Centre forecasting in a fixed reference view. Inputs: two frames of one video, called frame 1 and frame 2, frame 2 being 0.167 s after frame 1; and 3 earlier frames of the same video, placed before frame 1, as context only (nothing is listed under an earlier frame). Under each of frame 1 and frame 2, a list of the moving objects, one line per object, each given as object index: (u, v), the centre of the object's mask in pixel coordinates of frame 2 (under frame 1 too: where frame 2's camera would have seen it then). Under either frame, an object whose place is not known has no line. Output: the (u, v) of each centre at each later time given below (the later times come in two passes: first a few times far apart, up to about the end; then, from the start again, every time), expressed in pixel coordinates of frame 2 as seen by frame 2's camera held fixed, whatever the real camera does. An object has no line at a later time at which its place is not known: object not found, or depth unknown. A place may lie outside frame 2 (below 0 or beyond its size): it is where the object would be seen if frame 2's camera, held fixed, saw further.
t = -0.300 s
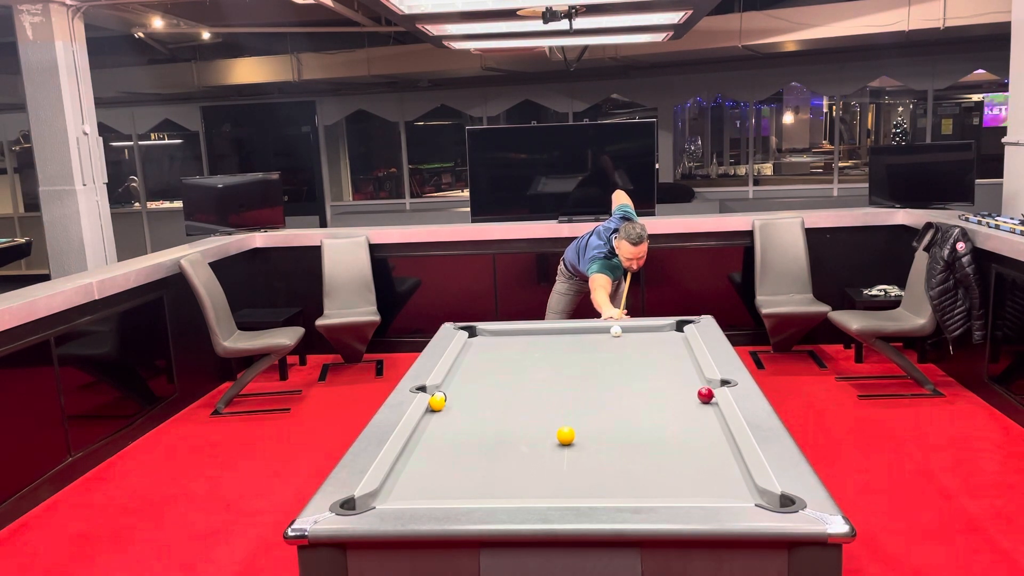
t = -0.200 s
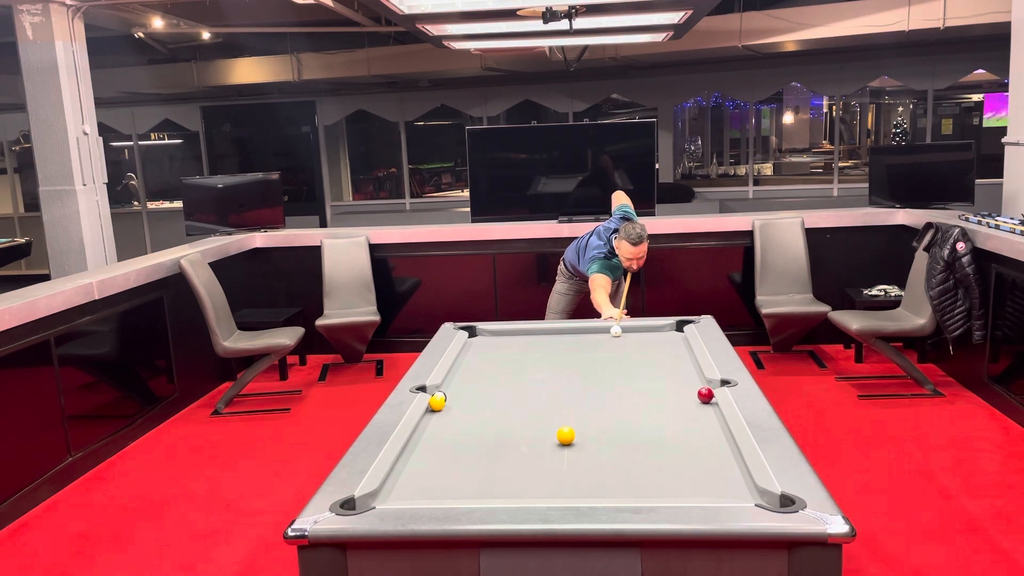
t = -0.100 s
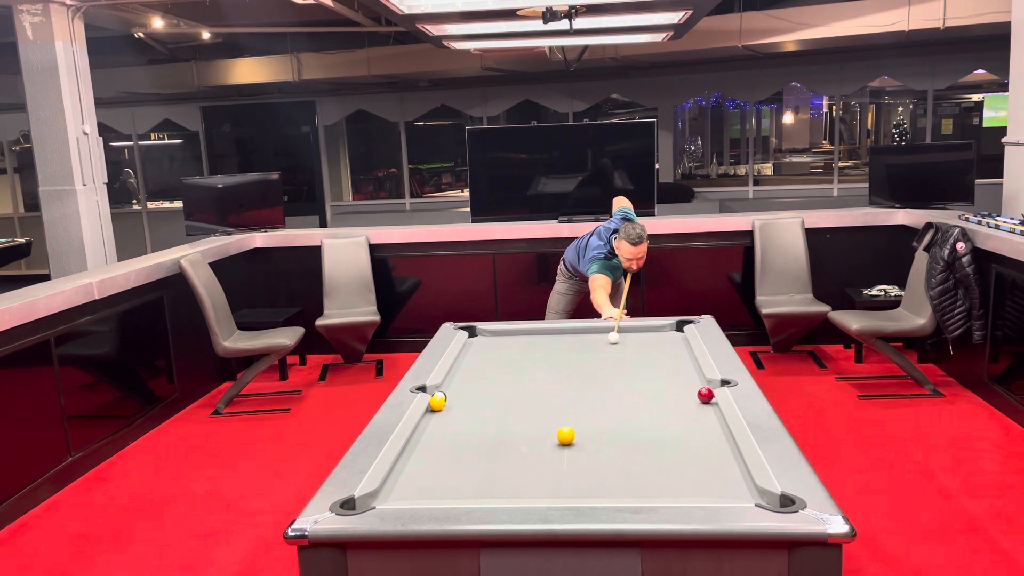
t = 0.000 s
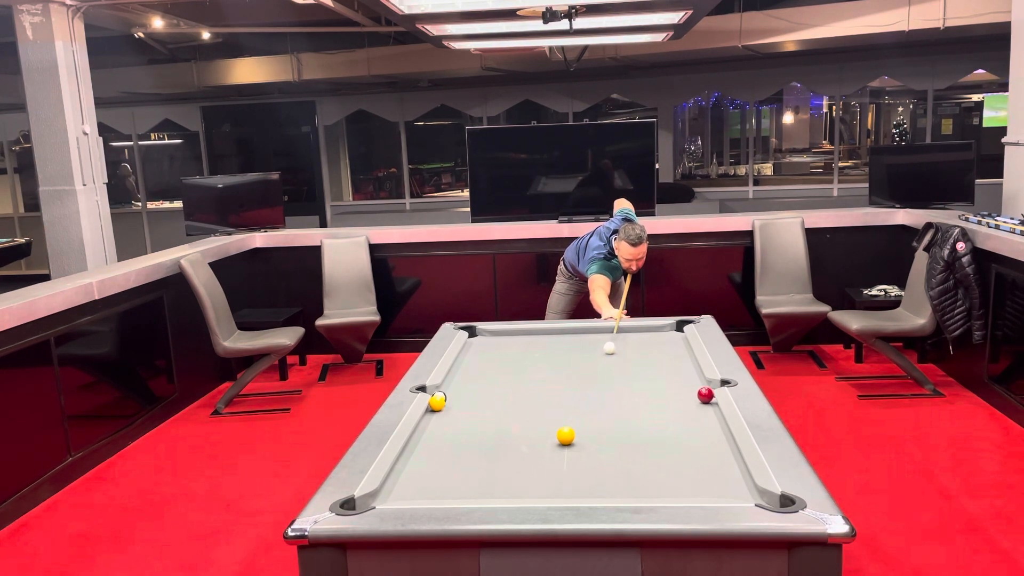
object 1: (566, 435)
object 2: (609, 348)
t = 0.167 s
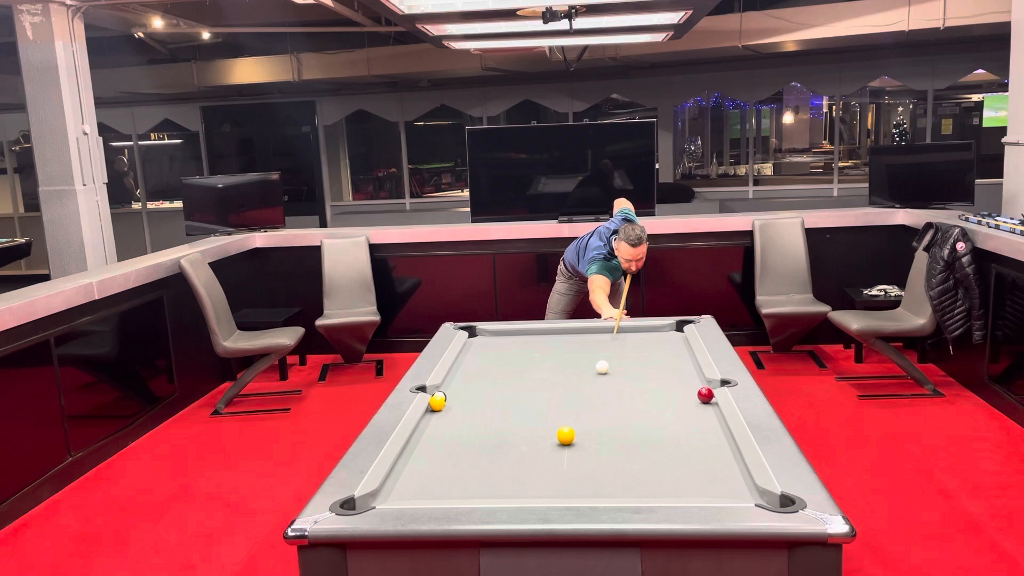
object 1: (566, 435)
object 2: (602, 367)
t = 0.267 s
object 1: (566, 435)
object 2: (597, 380)
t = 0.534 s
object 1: (566, 435)
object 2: (581, 423)
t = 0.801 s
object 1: (513, 454)
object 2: (628, 454)
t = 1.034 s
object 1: (462, 473)
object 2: (682, 484)
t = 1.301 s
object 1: (399, 494)
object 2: (730, 483)
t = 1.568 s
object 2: (720, 463)
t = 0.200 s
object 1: (566, 435)
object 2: (600, 371)
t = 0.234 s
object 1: (566, 435)
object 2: (599, 376)
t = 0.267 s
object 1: (566, 435)
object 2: (597, 380)
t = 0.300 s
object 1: (566, 435)
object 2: (595, 385)
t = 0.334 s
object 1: (566, 435)
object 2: (594, 390)
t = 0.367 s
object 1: (566, 435)
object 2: (592, 395)
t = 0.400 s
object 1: (566, 435)
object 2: (590, 400)
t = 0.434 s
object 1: (566, 435)
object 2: (588, 405)
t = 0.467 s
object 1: (566, 435)
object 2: (586, 411)
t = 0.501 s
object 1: (566, 435)
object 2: (584, 417)
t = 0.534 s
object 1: (566, 435)
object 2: (581, 423)
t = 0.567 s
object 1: (566, 435)
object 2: (580, 429)
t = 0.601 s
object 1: (560, 437)
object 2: (583, 434)
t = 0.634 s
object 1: (552, 440)
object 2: (591, 436)
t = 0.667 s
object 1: (542, 443)
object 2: (599, 439)
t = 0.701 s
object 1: (535, 446)
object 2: (607, 443)
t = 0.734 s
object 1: (528, 449)
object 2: (614, 446)
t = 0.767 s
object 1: (520, 452)
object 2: (621, 450)
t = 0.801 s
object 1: (513, 454)
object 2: (628, 454)
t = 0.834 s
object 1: (506, 457)
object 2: (635, 458)
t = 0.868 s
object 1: (499, 459)
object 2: (642, 462)
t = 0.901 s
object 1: (492, 462)
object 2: (650, 466)
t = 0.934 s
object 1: (485, 465)
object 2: (658, 471)
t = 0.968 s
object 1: (477, 467)
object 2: (665, 475)
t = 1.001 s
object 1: (470, 470)
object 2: (673, 480)
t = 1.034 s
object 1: (462, 473)
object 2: (682, 484)
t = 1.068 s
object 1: (454, 476)
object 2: (690, 488)
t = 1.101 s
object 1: (447, 478)
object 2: (699, 490)
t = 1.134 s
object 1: (439, 481)
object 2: (708, 494)
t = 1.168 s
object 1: (431, 484)
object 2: (713, 492)
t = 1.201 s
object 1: (423, 487)
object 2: (718, 490)
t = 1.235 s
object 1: (416, 490)
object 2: (722, 488)
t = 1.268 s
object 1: (407, 491)
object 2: (726, 486)
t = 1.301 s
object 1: (399, 494)
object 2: (730, 483)
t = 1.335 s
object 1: (390, 496)
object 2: (734, 480)
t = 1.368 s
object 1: (382, 498)
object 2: (738, 477)
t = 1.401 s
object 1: (373, 501)
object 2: (740, 474)
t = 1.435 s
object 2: (736, 472)
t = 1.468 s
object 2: (732, 470)
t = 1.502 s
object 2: (727, 467)
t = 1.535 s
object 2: (723, 465)
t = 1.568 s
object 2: (720, 463)
